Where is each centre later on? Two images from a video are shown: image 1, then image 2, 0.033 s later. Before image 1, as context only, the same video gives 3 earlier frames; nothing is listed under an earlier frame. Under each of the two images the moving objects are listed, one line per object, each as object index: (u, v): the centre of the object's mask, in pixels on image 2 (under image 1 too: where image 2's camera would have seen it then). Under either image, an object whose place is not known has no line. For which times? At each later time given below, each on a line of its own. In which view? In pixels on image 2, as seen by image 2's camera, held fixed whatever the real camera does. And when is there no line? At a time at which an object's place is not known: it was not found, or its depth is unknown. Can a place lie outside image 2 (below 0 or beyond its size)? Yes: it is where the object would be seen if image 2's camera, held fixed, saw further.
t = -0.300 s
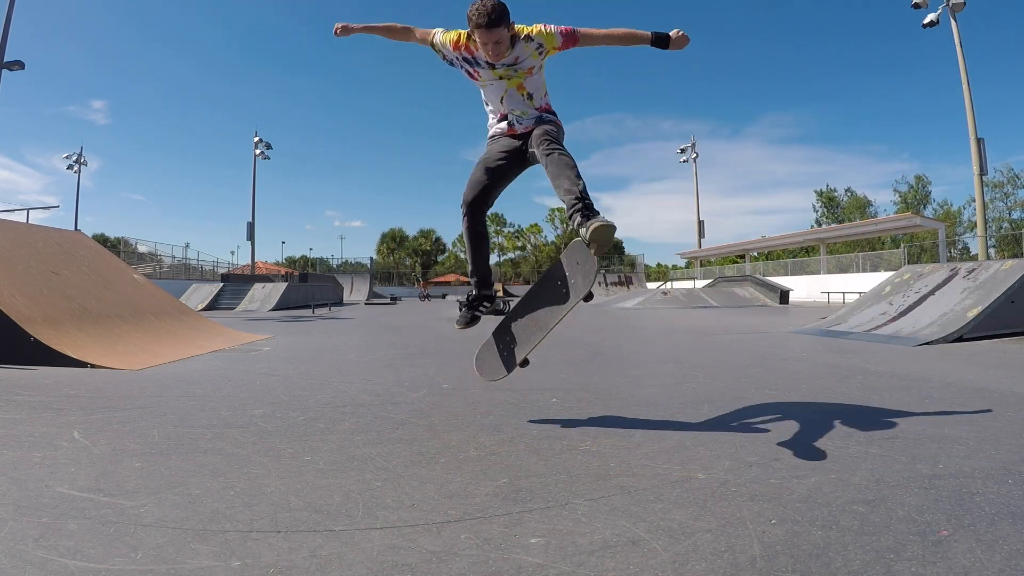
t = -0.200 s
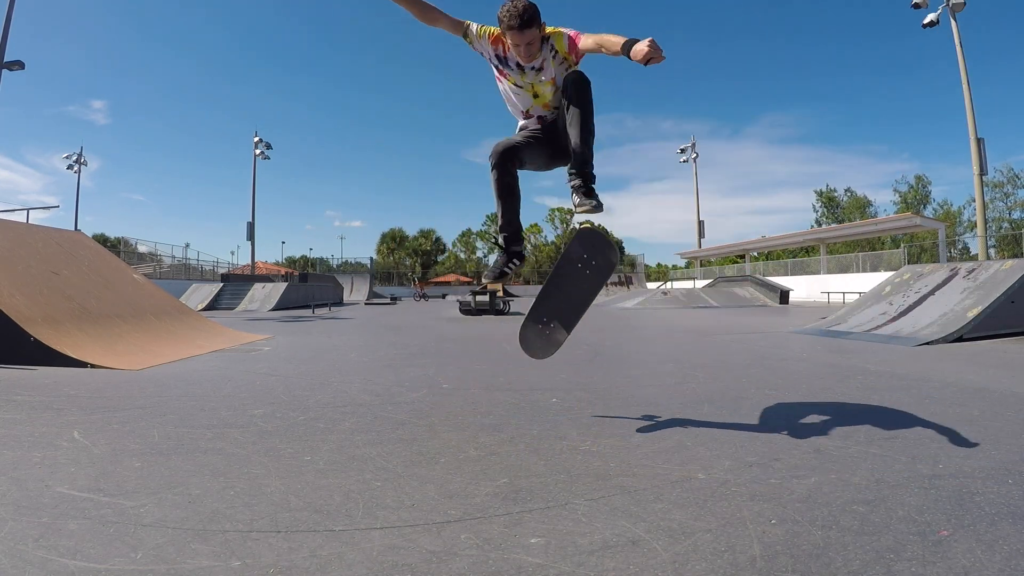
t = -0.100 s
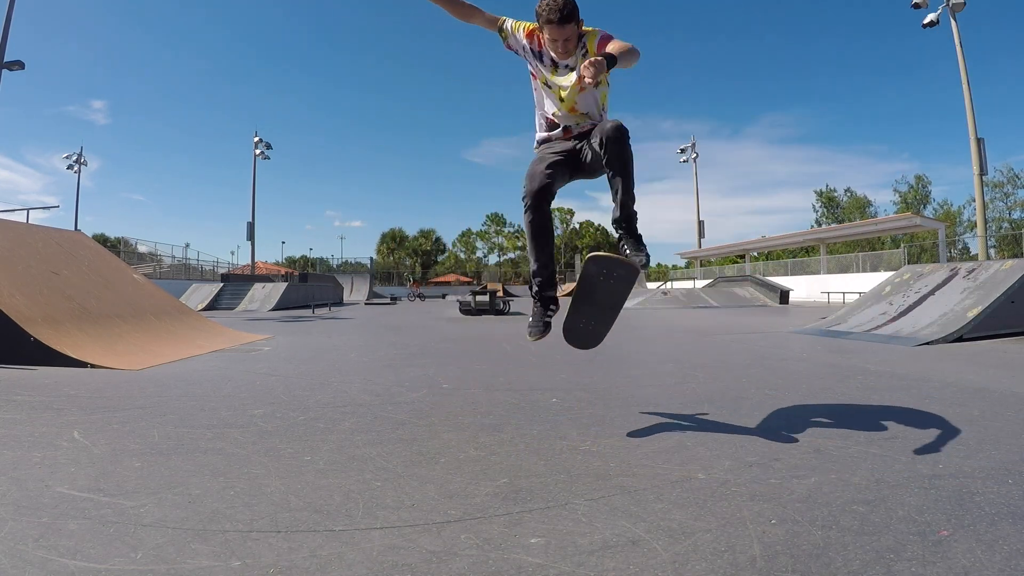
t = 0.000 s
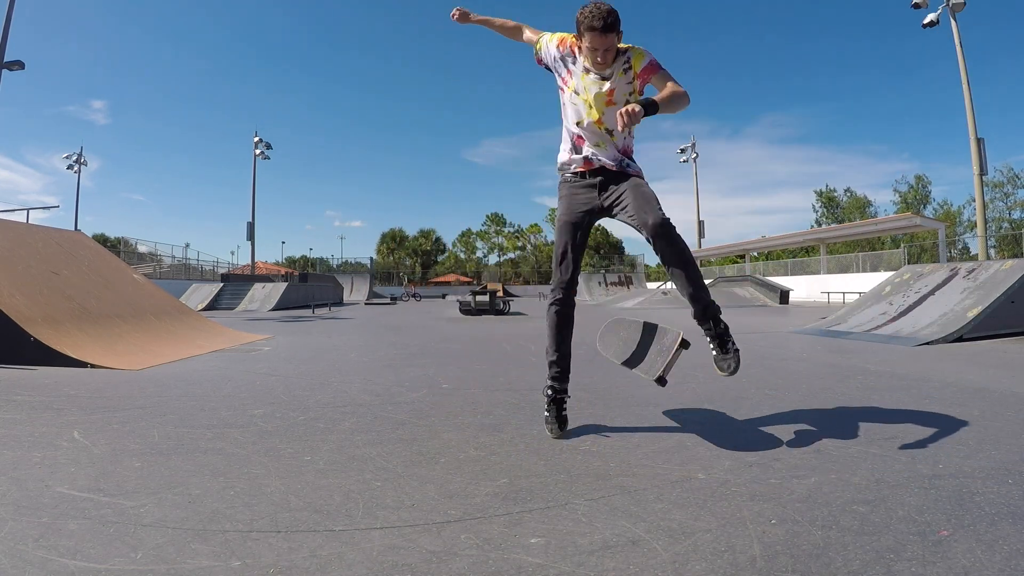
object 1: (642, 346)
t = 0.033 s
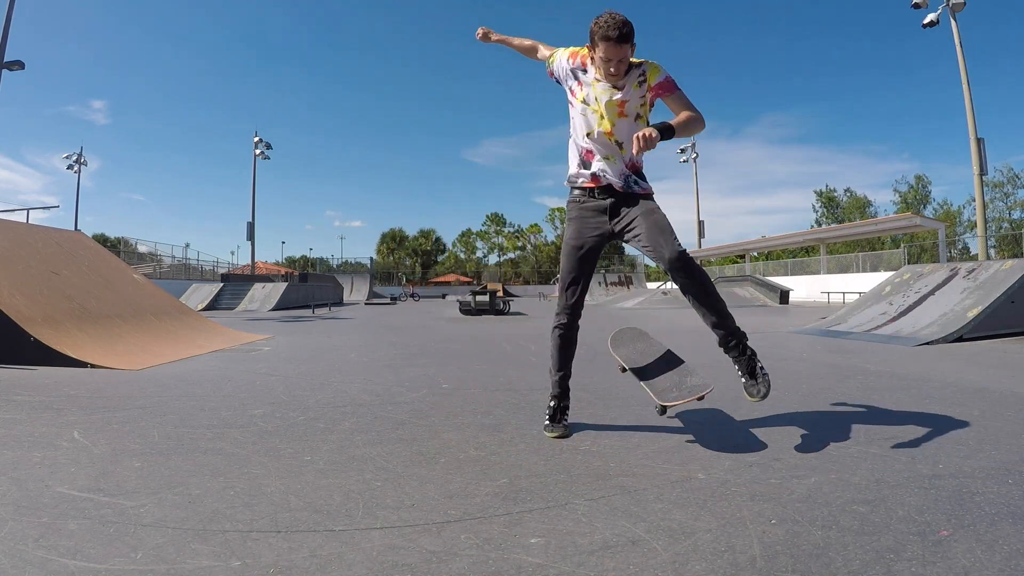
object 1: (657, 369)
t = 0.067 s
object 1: (672, 394)
